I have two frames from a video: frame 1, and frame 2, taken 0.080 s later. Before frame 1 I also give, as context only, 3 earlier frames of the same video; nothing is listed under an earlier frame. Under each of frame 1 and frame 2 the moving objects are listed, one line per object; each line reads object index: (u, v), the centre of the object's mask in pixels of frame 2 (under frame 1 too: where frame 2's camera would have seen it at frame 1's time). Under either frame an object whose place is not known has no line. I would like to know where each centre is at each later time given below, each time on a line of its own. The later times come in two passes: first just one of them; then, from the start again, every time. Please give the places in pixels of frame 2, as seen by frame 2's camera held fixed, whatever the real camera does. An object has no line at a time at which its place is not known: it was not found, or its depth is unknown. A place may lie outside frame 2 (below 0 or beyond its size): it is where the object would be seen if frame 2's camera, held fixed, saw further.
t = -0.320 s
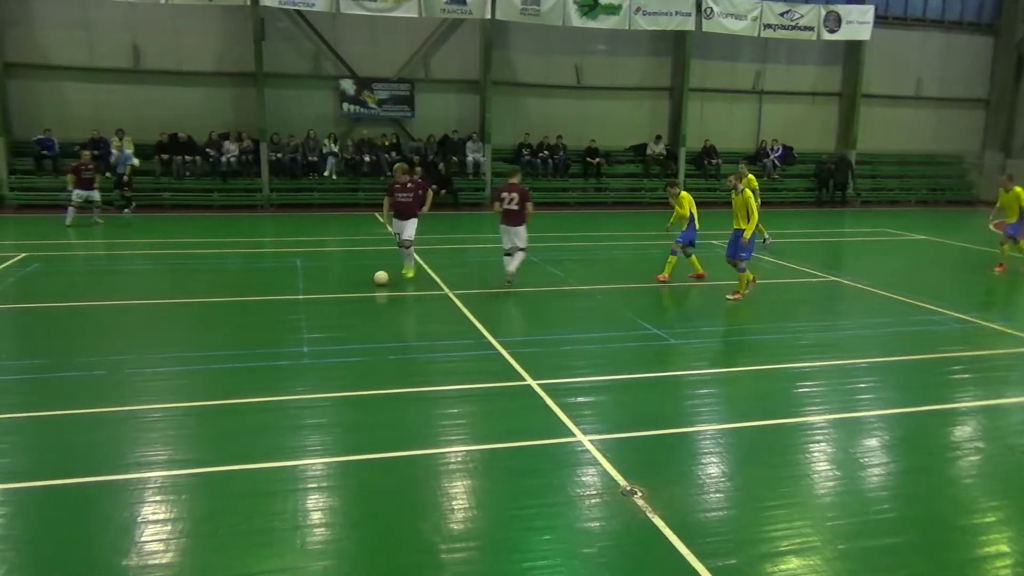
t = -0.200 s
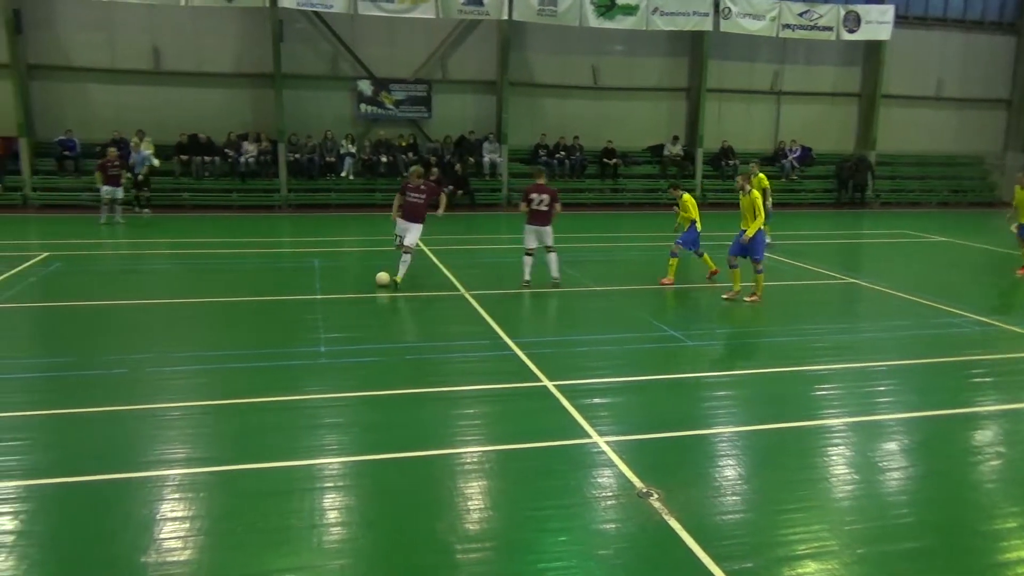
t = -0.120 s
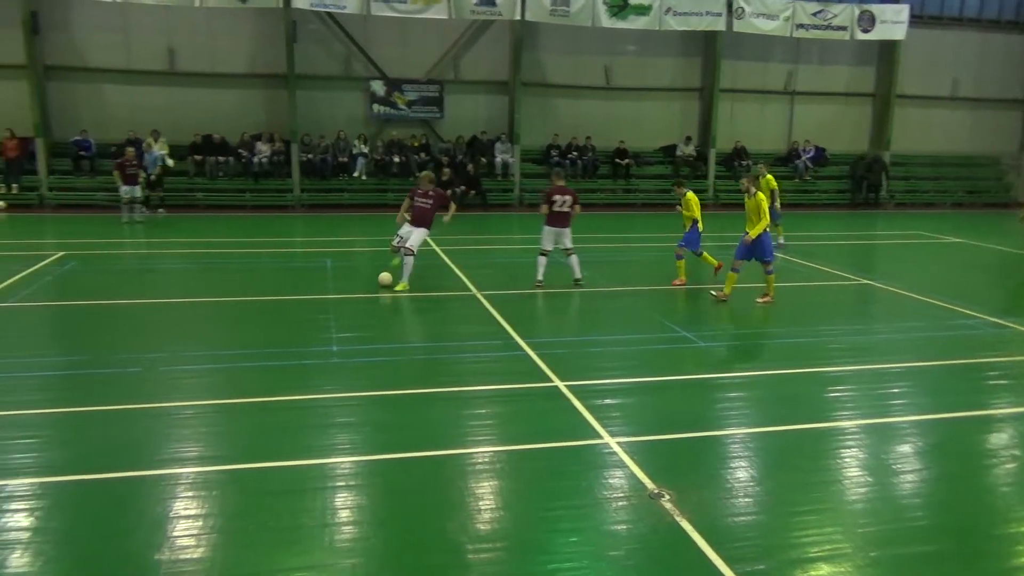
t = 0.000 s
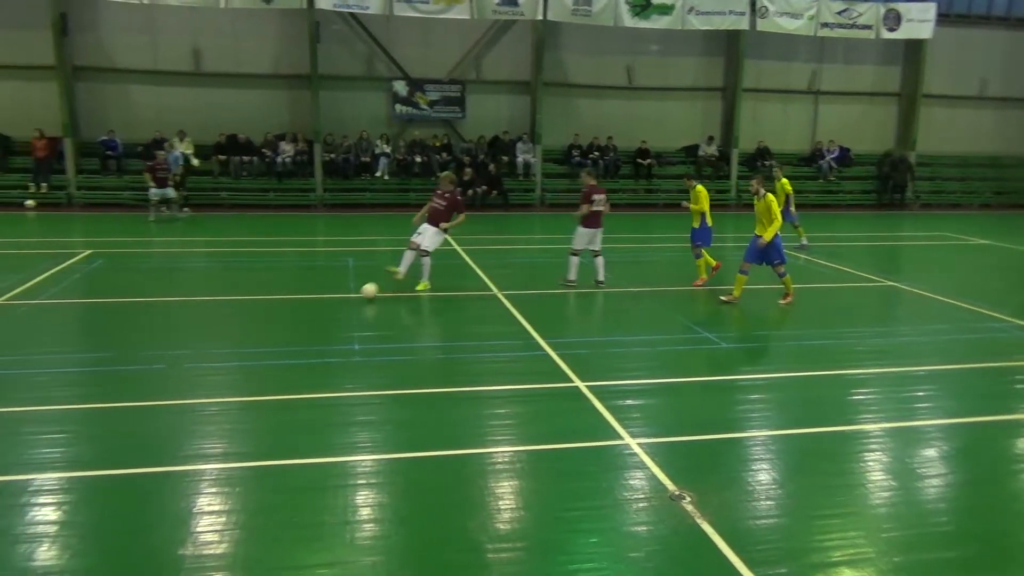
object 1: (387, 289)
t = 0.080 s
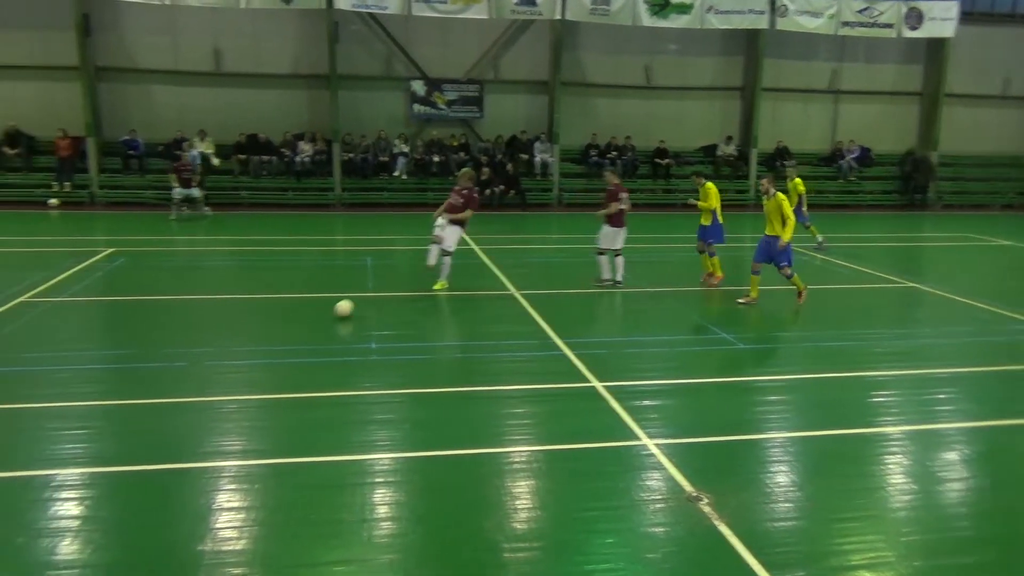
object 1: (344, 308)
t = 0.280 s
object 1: (192, 374)
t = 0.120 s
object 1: (319, 318)
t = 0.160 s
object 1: (292, 331)
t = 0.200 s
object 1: (262, 344)
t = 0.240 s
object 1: (229, 357)
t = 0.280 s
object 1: (192, 374)
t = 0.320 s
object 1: (150, 391)
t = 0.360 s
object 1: (102, 412)
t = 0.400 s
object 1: (48, 434)
